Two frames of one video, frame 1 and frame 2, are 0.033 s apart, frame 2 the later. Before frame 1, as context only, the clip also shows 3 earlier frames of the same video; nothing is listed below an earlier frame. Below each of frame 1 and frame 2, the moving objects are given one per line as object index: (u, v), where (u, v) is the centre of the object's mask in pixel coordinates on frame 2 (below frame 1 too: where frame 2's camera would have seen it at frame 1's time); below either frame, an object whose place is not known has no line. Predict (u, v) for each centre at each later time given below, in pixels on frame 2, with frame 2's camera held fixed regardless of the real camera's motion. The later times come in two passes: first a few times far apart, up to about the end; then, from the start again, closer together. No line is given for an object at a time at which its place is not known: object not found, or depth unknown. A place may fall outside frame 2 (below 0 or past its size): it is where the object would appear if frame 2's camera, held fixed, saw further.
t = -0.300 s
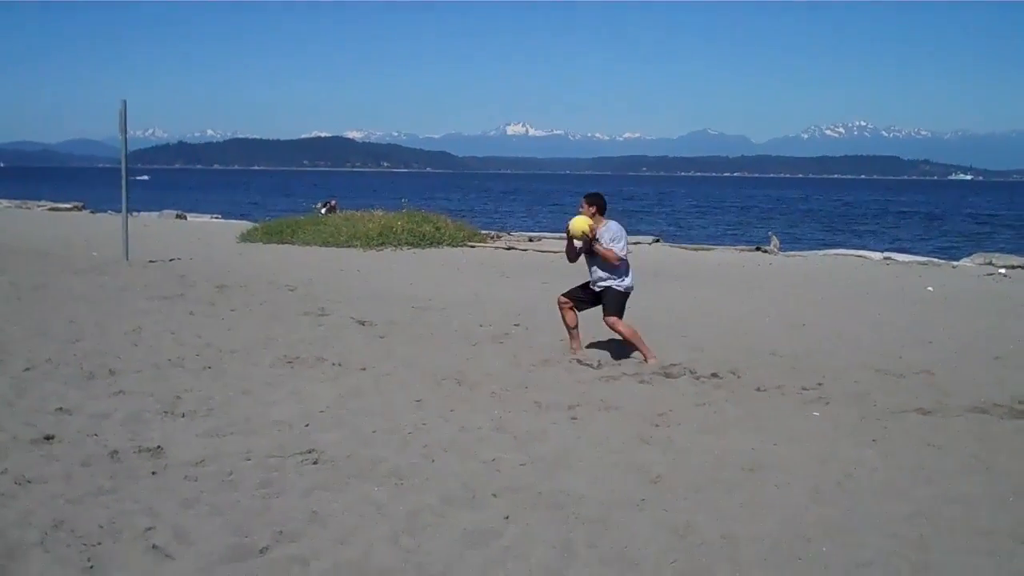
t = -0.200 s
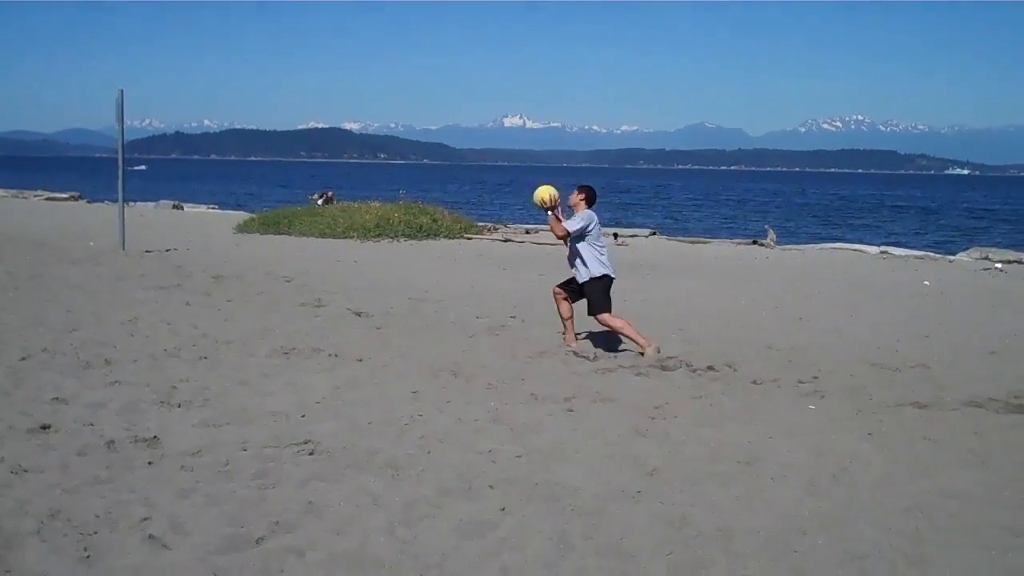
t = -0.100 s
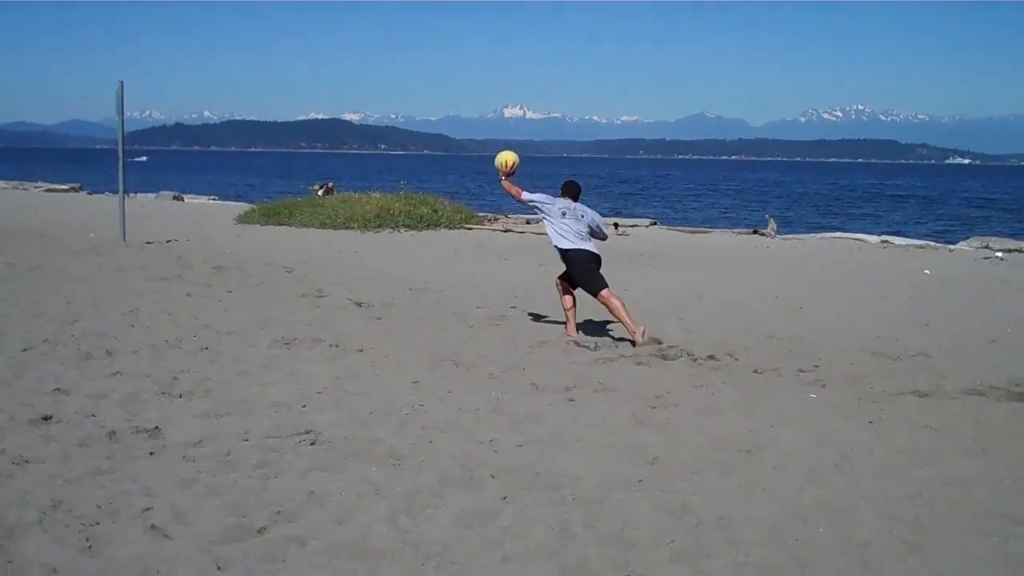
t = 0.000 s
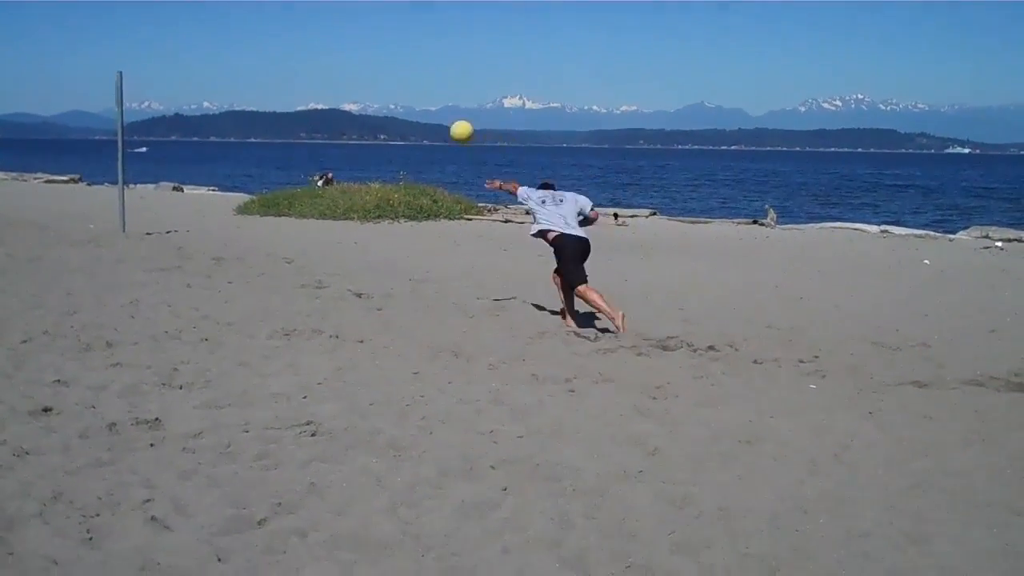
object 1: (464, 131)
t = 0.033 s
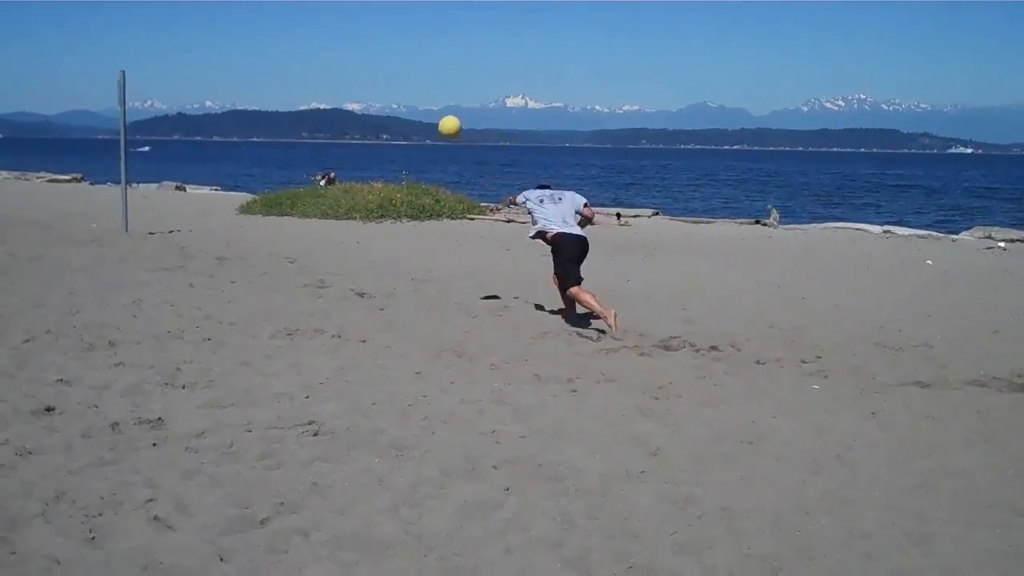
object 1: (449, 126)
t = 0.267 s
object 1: (357, 127)
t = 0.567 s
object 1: (255, 196)
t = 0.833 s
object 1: (193, 263)
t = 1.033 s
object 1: (172, 262)
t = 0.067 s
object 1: (435, 123)
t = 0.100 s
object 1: (421, 121)
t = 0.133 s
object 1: (407, 120)
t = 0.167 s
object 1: (395, 120)
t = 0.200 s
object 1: (382, 121)
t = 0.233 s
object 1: (369, 124)
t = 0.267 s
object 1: (357, 127)
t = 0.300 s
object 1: (345, 132)
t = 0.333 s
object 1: (333, 136)
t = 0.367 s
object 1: (321, 142)
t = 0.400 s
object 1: (309, 149)
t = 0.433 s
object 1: (297, 157)
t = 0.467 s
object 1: (287, 165)
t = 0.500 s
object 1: (276, 175)
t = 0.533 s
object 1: (266, 185)
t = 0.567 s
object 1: (255, 196)
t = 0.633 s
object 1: (236, 220)
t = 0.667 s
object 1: (226, 234)
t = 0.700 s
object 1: (216, 247)
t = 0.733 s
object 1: (207, 262)
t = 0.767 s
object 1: (200, 267)
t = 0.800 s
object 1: (196, 264)
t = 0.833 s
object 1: (193, 263)
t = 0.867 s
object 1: (190, 261)
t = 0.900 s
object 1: (186, 259)
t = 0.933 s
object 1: (182, 259)
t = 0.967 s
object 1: (179, 259)
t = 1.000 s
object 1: (176, 260)
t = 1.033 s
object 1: (172, 262)
